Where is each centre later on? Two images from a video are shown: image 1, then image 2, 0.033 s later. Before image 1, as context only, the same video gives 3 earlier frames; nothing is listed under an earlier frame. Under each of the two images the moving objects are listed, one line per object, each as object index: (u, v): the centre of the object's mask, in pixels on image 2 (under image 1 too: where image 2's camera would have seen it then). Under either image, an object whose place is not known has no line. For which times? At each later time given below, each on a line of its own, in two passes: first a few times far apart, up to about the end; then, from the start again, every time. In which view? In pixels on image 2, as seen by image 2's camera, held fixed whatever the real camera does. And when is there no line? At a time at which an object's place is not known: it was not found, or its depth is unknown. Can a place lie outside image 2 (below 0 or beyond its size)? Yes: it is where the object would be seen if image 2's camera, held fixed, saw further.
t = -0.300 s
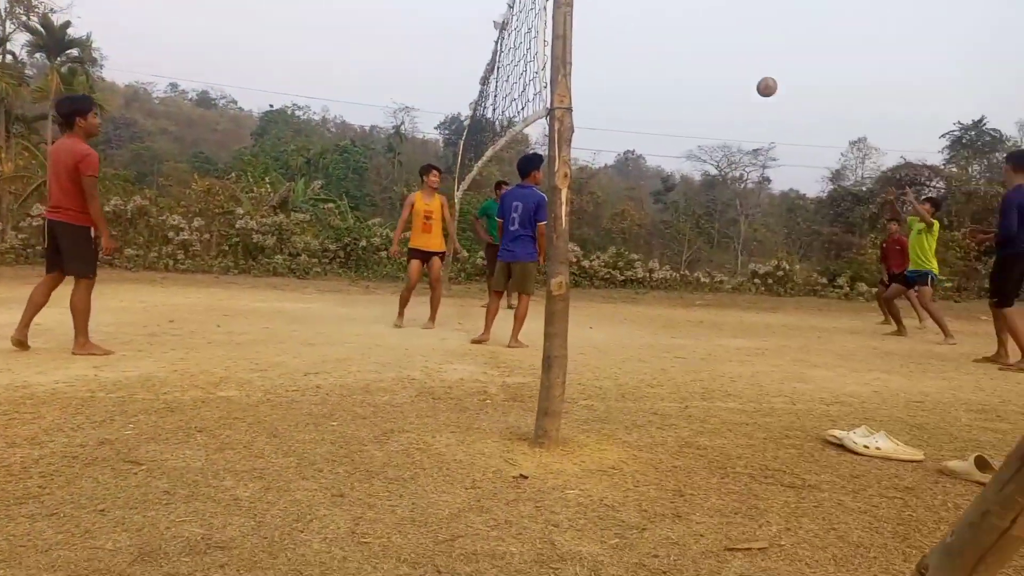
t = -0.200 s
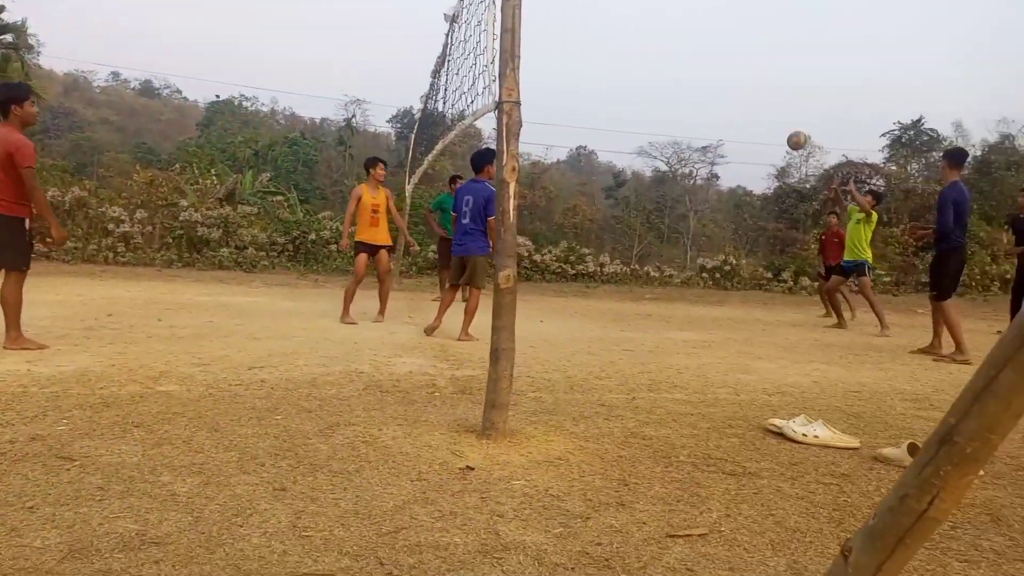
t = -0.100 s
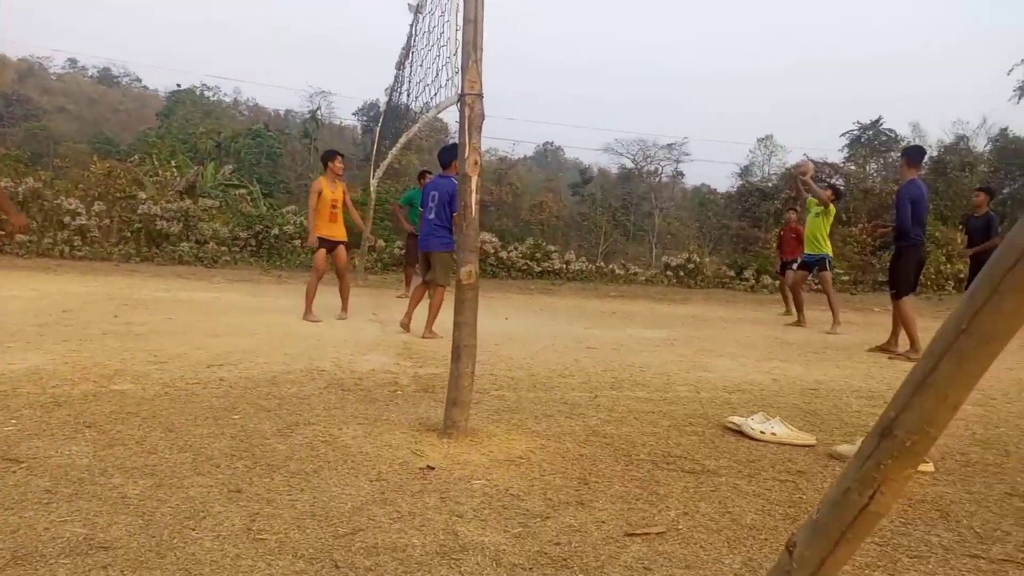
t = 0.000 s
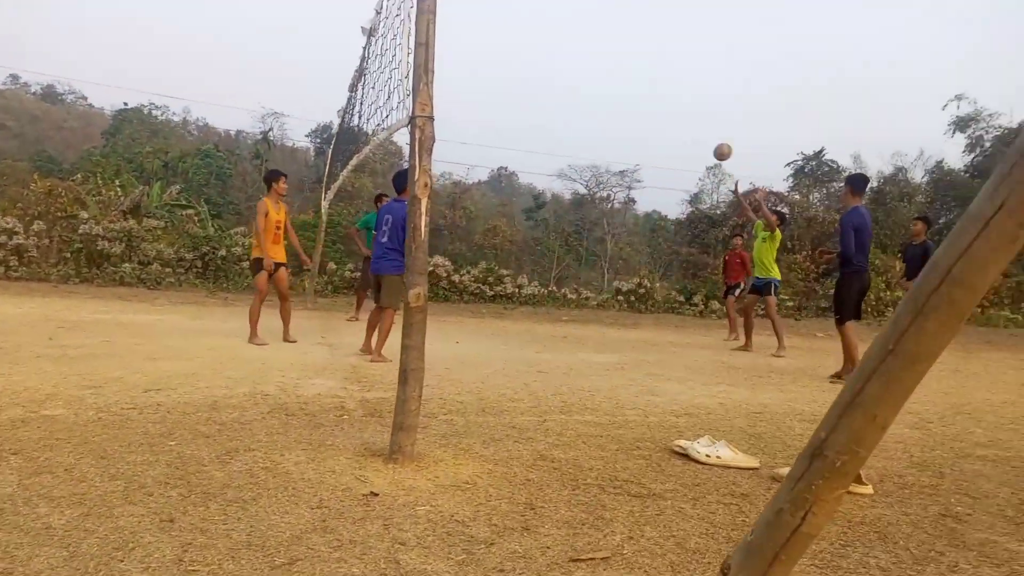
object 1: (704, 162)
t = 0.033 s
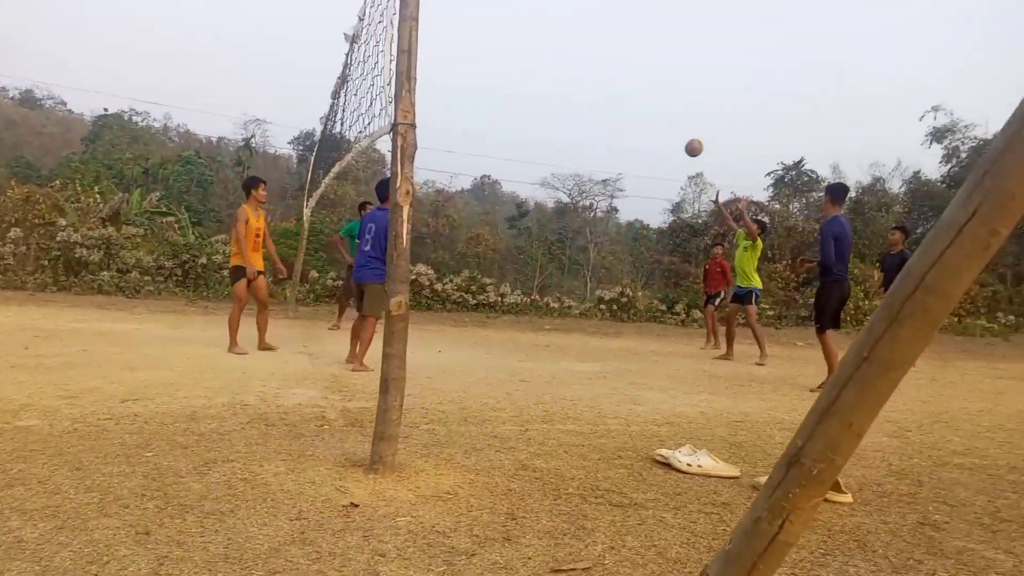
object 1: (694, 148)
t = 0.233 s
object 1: (632, 89)
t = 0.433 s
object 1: (566, 66)
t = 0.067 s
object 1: (682, 136)
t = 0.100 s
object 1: (669, 125)
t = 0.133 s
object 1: (658, 114)
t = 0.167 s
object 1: (649, 106)
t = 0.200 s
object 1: (641, 98)
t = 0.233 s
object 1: (632, 89)
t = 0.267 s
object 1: (622, 84)
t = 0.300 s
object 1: (611, 80)
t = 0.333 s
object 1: (602, 73)
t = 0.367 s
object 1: (592, 67)
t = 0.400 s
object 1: (578, 66)
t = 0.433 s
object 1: (566, 66)
